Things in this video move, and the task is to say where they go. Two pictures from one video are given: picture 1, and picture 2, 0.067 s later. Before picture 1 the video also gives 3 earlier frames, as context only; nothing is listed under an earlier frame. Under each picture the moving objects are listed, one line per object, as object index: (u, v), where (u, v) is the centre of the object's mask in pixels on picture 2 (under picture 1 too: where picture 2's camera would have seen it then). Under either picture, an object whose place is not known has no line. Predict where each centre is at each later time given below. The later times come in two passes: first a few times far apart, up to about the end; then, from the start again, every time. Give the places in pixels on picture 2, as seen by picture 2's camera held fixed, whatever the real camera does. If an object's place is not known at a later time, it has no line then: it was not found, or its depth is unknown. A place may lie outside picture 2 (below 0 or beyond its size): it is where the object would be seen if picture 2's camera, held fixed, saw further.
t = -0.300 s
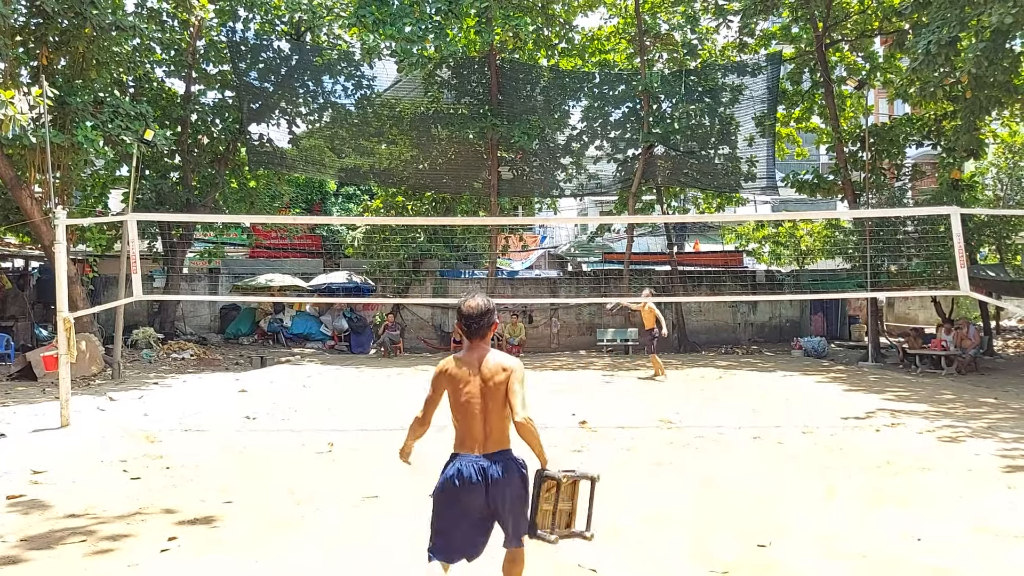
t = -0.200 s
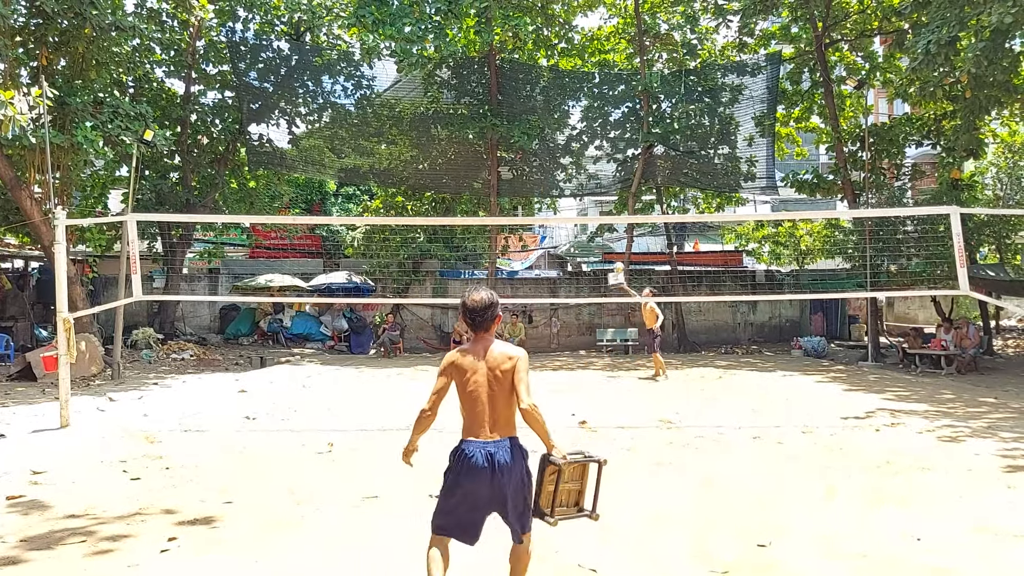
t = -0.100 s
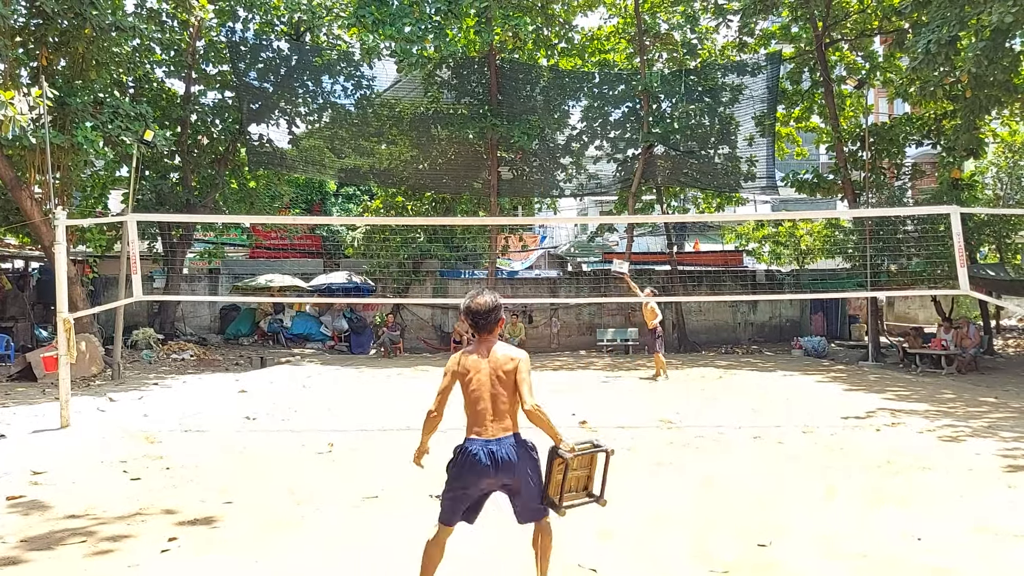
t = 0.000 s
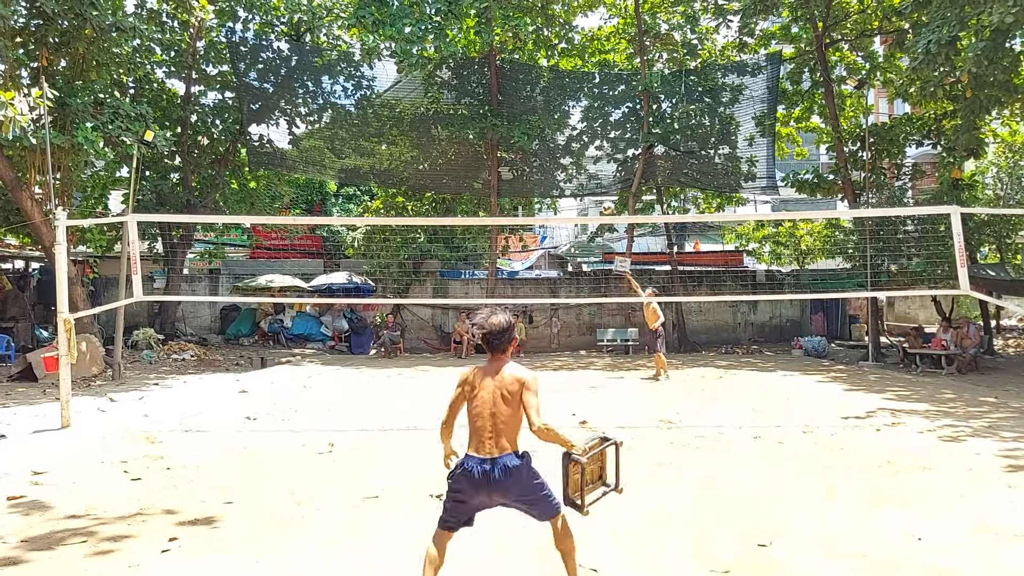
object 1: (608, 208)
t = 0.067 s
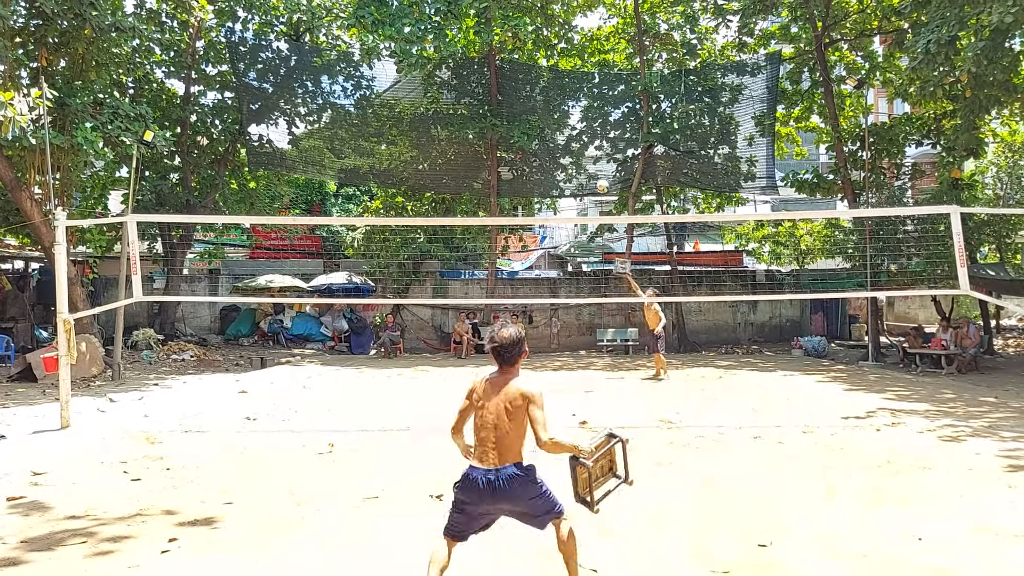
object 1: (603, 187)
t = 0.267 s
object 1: (582, 129)
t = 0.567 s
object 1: (540, 75)
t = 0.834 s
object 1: (485, 84)
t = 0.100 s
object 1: (599, 176)
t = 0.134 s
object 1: (597, 166)
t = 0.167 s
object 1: (593, 155)
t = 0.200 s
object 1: (590, 147)
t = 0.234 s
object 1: (587, 138)
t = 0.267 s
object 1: (582, 129)
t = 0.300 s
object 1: (579, 120)
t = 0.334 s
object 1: (575, 113)
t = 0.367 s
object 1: (571, 106)
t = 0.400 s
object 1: (566, 100)
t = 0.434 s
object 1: (562, 93)
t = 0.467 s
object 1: (557, 87)
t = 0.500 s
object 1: (552, 83)
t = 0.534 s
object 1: (546, 78)
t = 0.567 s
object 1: (540, 75)
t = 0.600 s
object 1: (535, 72)
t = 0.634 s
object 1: (529, 71)
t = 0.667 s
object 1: (522, 70)
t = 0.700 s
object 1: (515, 70)
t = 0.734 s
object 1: (508, 71)
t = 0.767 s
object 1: (500, 74)
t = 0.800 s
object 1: (493, 78)
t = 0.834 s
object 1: (485, 84)
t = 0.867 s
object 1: (476, 91)
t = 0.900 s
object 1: (467, 101)
